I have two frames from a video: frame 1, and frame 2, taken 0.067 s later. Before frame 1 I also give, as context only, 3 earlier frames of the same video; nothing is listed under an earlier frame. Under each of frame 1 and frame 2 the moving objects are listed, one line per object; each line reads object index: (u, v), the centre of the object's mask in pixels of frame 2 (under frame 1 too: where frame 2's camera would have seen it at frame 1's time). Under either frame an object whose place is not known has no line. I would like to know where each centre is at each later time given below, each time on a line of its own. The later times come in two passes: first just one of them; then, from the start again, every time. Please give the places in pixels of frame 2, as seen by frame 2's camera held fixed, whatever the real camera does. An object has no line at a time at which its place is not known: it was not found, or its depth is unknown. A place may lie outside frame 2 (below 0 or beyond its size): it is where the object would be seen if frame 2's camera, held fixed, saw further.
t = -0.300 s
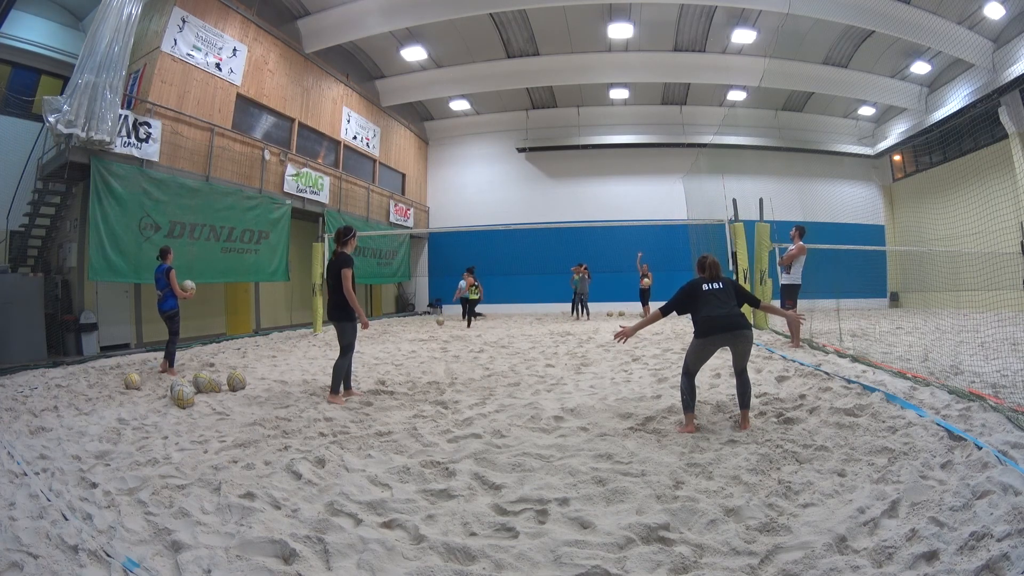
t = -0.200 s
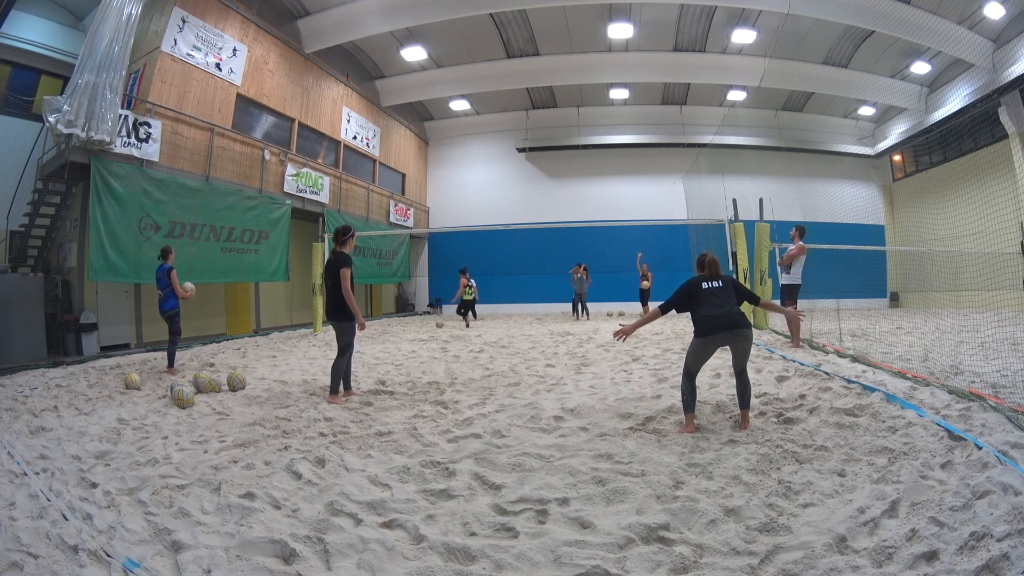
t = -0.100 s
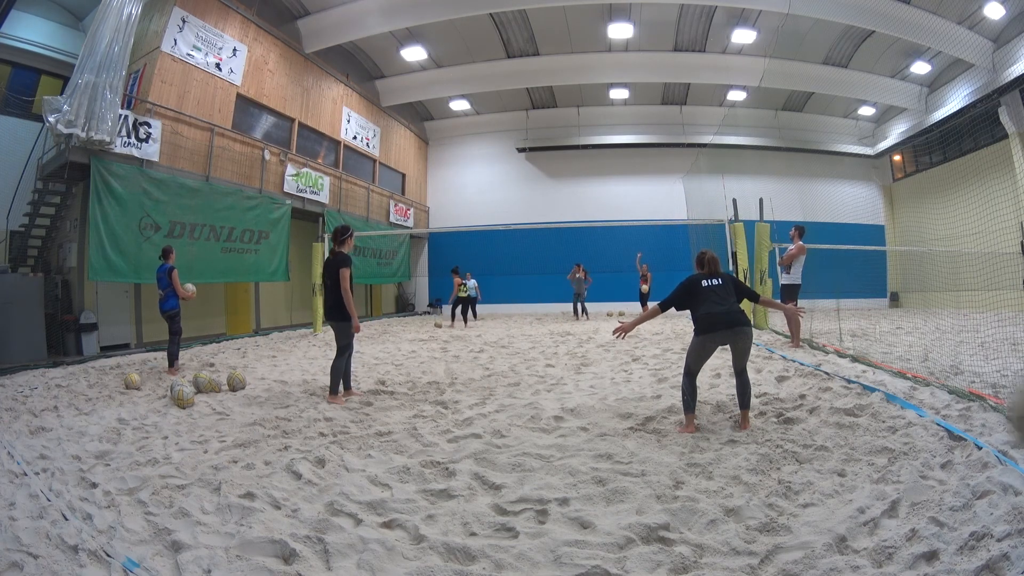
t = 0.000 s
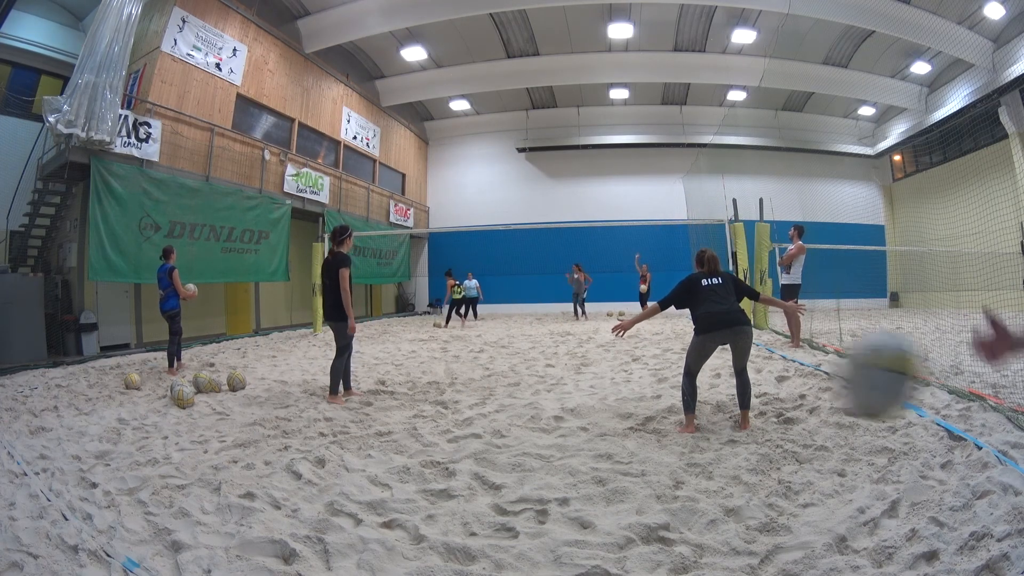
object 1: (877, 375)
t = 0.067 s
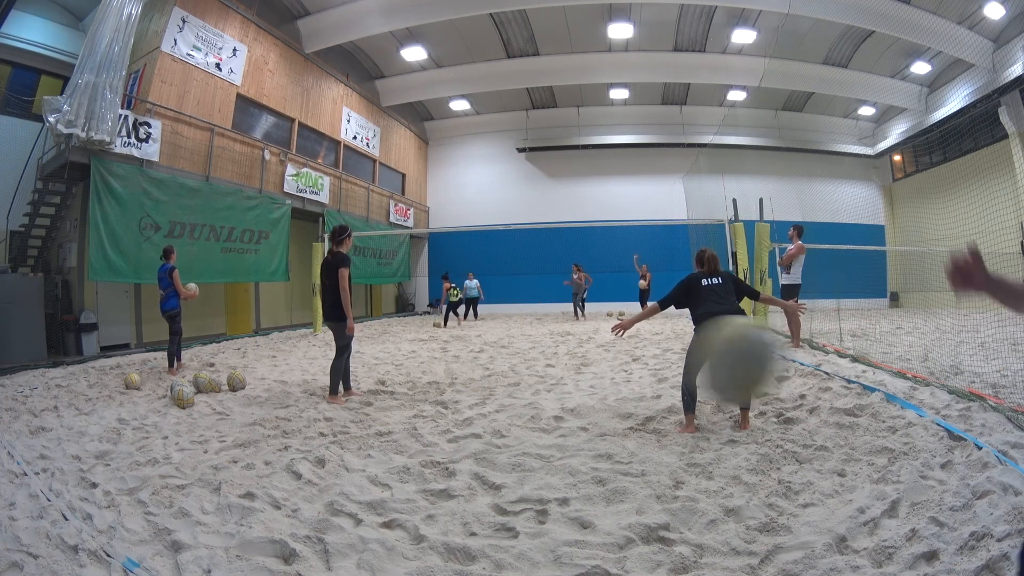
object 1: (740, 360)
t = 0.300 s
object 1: (381, 402)
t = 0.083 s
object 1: (699, 358)
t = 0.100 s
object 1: (668, 359)
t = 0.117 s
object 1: (632, 360)
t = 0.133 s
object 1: (602, 361)
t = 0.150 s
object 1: (571, 362)
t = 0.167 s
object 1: (542, 365)
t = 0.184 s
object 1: (516, 368)
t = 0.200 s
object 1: (491, 373)
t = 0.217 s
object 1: (468, 376)
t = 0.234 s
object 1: (447, 381)
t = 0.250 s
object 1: (429, 385)
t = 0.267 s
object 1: (413, 389)
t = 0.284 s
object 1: (395, 396)
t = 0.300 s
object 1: (381, 402)
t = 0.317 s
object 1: (367, 408)
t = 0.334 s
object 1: (353, 415)
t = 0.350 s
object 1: (342, 421)
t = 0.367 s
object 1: (332, 427)
